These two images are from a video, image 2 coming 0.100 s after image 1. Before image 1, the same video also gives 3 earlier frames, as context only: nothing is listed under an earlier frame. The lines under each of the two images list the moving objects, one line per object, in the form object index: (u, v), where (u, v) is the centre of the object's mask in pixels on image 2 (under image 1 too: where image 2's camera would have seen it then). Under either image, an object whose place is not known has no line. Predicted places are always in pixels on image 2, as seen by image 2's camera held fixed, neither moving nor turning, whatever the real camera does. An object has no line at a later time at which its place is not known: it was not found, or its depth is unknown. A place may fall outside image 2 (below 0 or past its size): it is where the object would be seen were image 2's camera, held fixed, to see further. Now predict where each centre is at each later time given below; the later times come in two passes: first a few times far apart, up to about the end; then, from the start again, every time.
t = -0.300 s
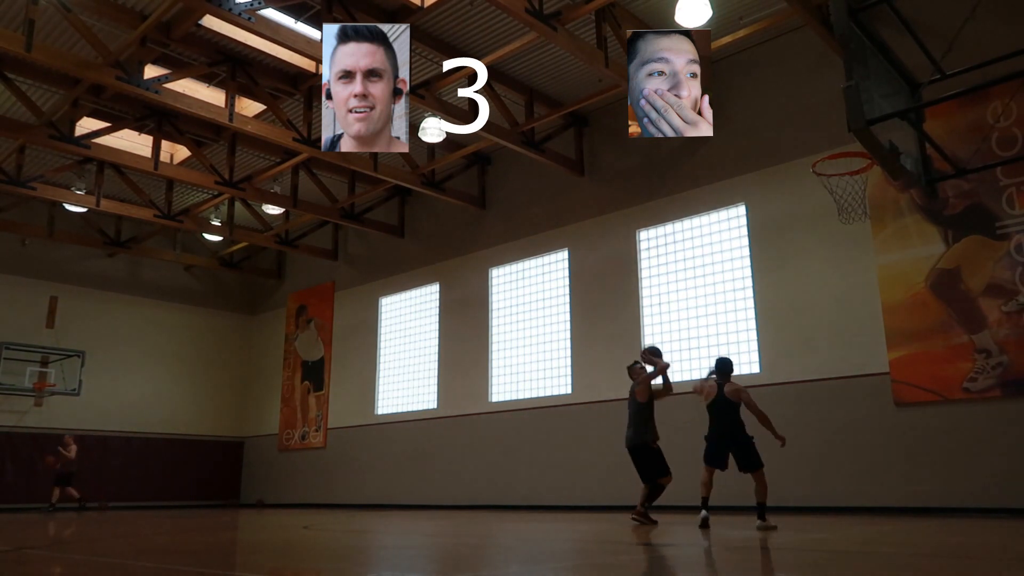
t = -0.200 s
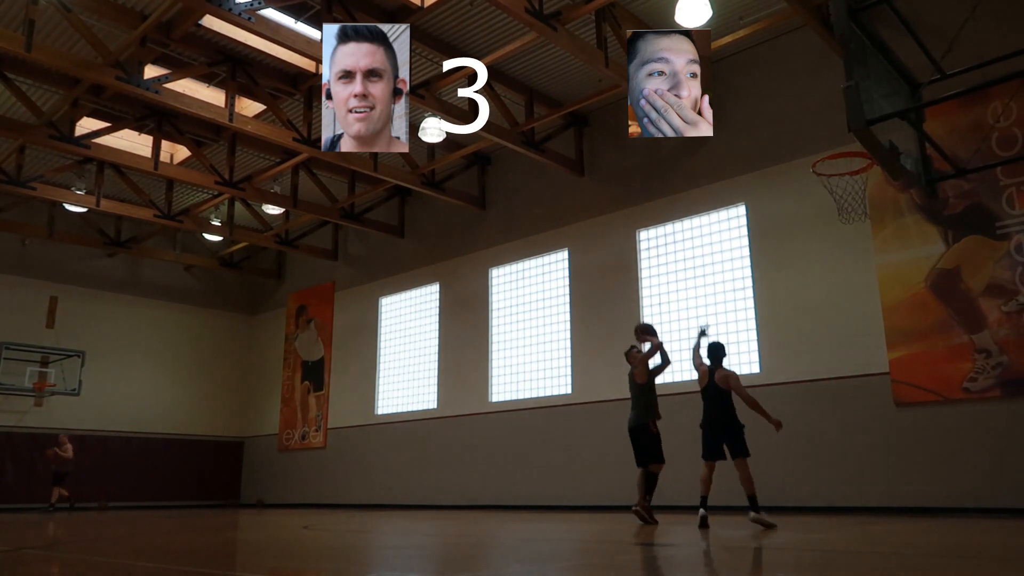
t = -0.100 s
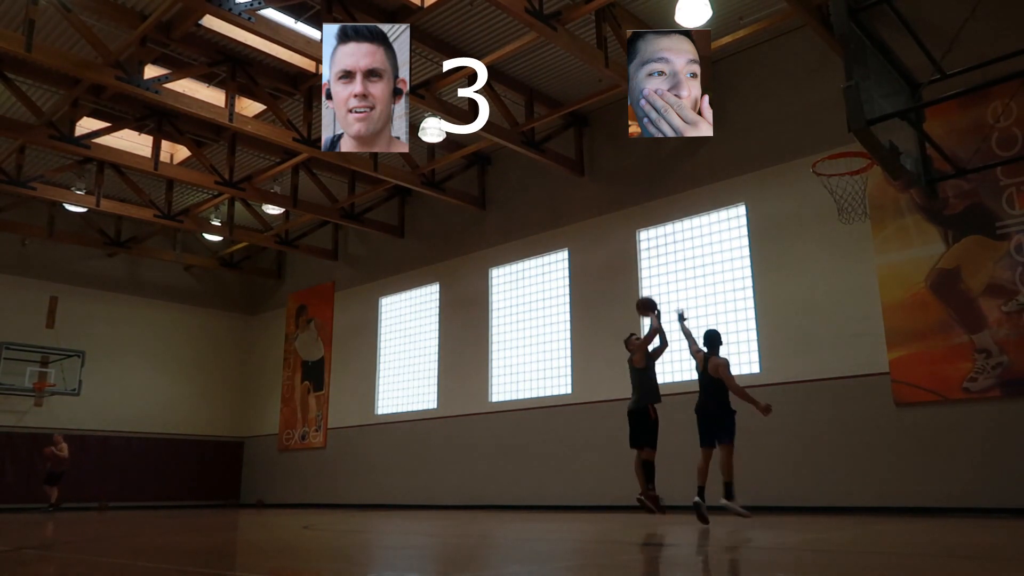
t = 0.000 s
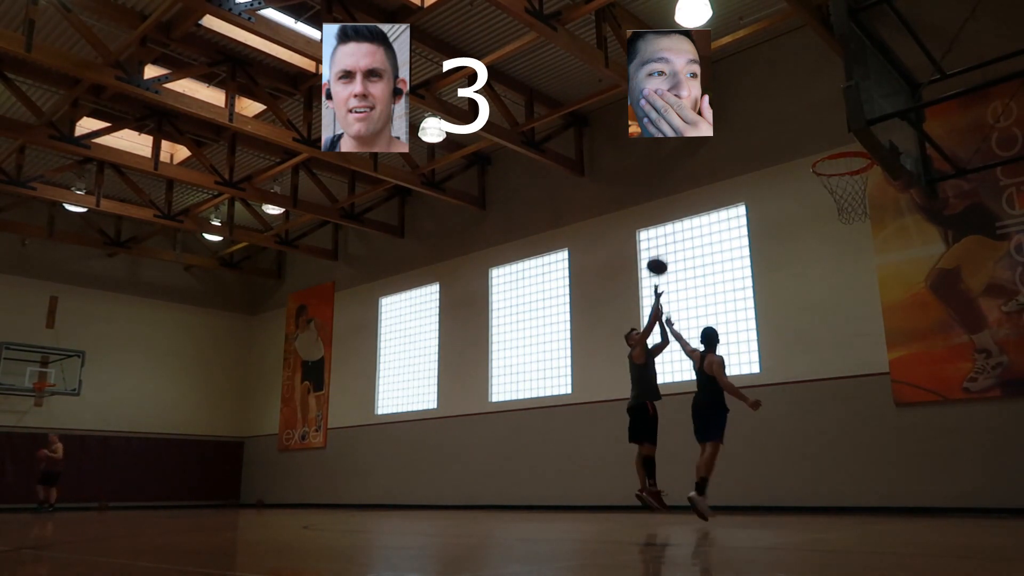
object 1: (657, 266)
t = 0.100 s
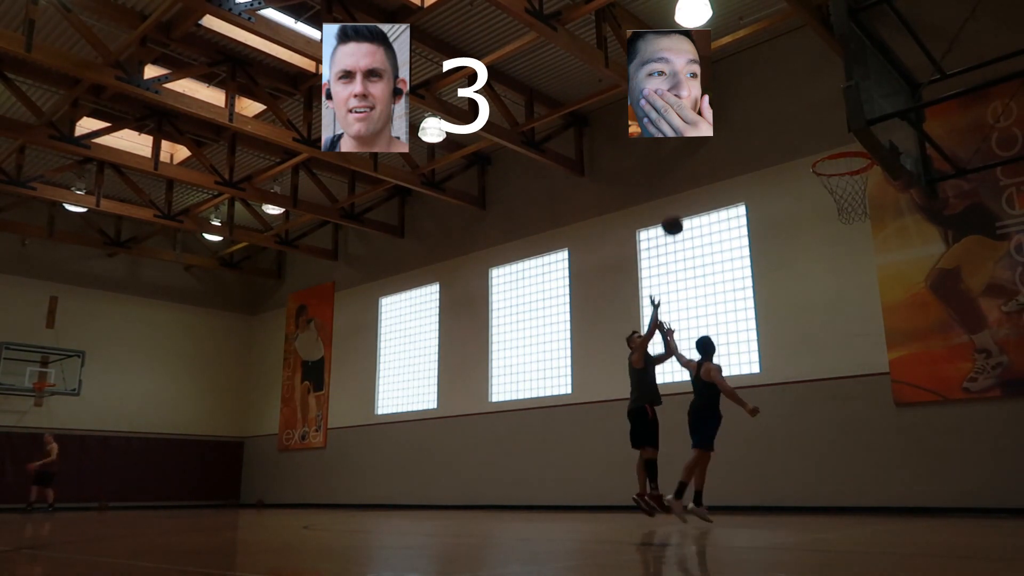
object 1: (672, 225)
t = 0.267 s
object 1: (701, 175)
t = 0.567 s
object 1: (760, 135)
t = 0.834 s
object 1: (825, 162)
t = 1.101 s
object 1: (841, 159)
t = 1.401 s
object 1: (862, 218)
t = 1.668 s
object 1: (884, 355)
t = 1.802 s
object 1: (900, 471)
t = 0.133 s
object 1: (678, 214)
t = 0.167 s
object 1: (683, 203)
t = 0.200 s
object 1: (689, 193)
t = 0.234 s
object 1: (695, 184)
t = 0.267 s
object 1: (701, 175)
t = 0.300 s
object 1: (706, 166)
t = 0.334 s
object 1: (712, 160)
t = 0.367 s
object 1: (719, 153)
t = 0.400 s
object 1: (725, 148)
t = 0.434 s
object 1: (732, 143)
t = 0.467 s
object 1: (739, 140)
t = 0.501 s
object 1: (746, 137)
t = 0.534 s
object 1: (753, 136)
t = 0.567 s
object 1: (760, 135)
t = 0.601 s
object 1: (768, 136)
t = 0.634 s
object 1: (777, 138)
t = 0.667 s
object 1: (785, 140)
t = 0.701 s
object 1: (794, 144)
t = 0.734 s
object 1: (803, 149)
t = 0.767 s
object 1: (811, 154)
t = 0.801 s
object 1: (822, 163)
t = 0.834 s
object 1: (825, 162)
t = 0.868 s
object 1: (826, 155)
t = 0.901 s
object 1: (827, 152)
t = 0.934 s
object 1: (829, 150)
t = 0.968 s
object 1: (831, 147)
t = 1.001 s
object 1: (833, 149)
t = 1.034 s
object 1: (836, 151)
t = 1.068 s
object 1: (838, 153)
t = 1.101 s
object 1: (841, 159)
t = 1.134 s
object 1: (844, 166)
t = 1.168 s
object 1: (846, 167)
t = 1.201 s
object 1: (848, 170)
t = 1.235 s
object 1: (851, 174)
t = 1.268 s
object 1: (853, 181)
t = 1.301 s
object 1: (856, 190)
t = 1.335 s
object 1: (859, 198)
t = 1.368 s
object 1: (860, 207)
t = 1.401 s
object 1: (862, 218)
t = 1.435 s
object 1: (864, 229)
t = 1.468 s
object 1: (867, 242)
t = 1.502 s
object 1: (869, 257)
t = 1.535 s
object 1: (872, 274)
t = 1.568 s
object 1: (874, 292)
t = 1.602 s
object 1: (877, 311)
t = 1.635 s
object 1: (880, 333)
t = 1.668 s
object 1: (884, 355)
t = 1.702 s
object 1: (888, 383)
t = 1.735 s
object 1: (892, 410)
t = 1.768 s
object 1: (896, 440)
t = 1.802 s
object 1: (900, 471)
